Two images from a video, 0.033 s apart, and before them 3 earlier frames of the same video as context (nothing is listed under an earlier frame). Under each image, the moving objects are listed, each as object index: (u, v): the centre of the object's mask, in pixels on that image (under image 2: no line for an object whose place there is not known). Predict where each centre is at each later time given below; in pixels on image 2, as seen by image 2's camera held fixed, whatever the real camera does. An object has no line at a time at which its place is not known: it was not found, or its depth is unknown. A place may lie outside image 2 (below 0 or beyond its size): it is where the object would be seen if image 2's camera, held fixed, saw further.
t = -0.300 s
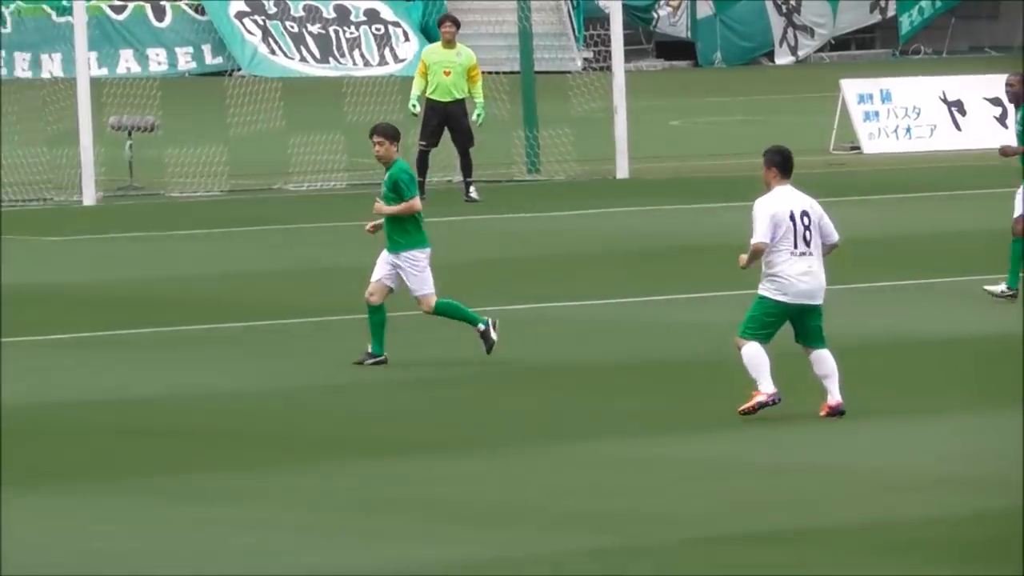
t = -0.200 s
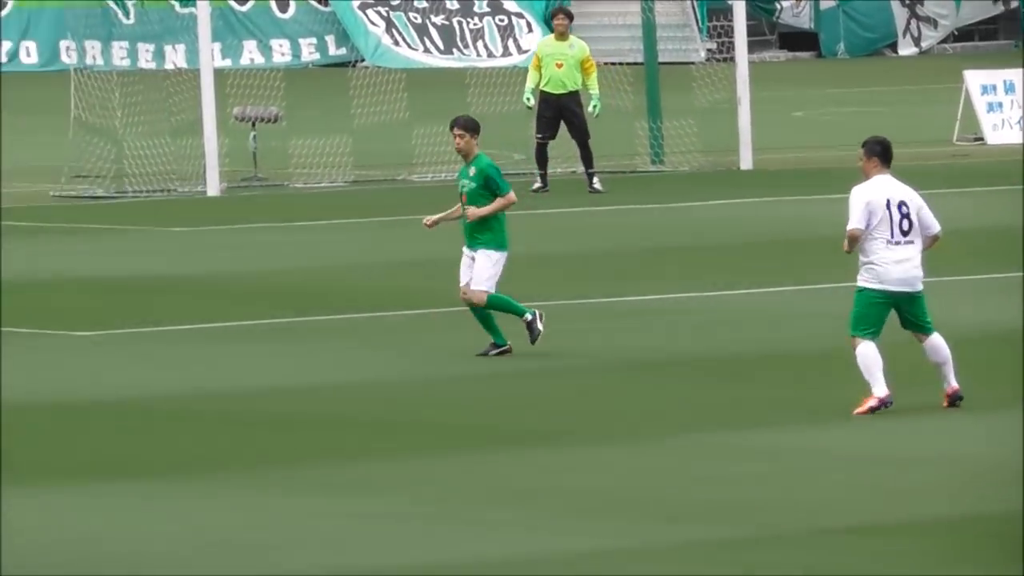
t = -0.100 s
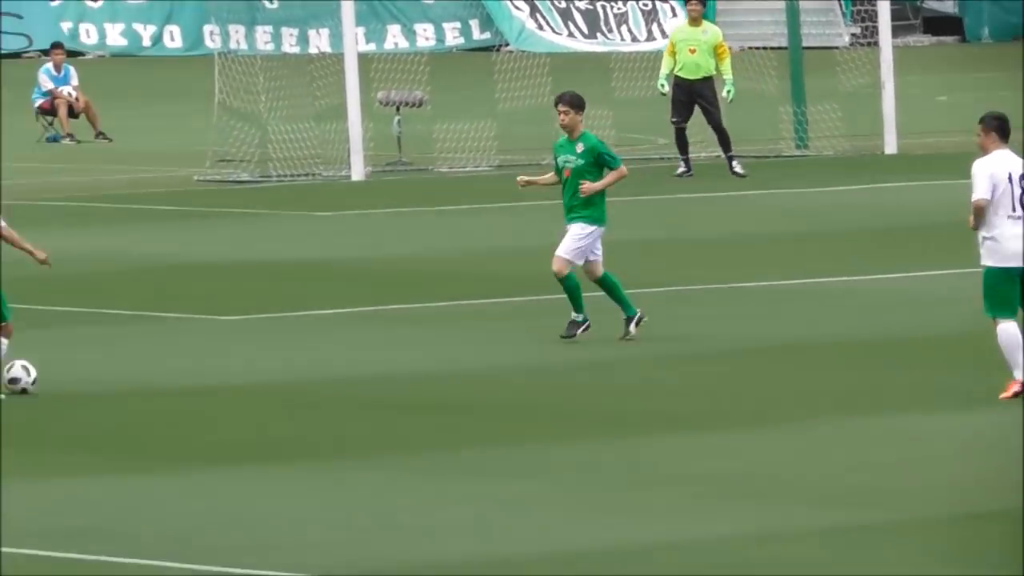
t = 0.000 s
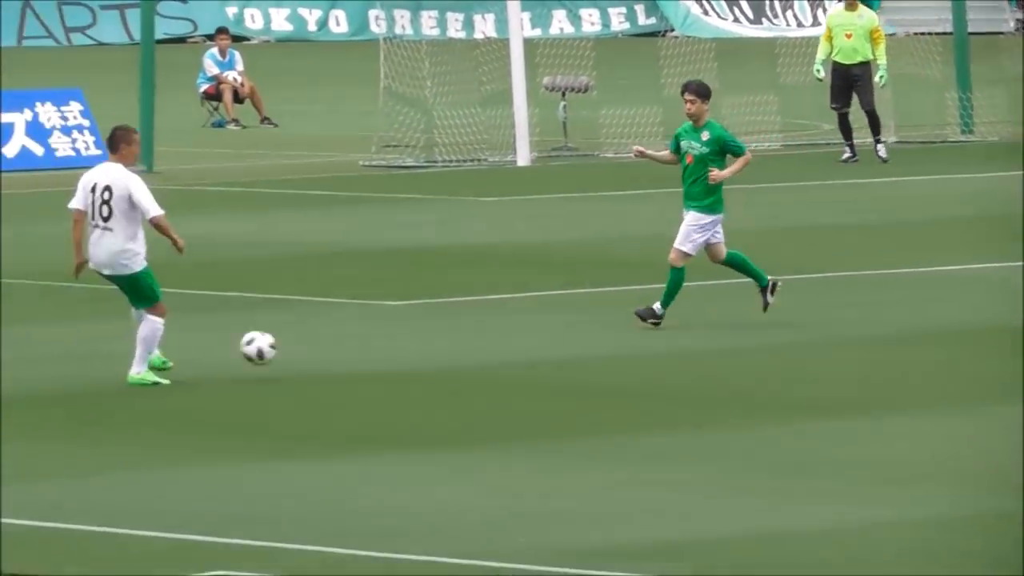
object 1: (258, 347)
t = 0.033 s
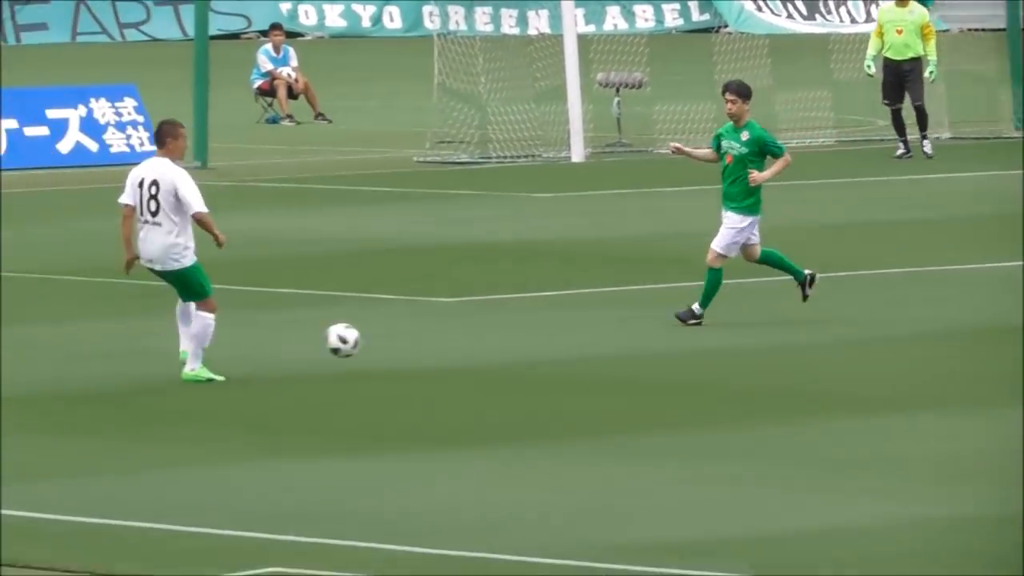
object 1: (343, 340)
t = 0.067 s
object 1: (375, 337)
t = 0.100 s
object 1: (405, 337)
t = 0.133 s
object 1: (435, 338)
